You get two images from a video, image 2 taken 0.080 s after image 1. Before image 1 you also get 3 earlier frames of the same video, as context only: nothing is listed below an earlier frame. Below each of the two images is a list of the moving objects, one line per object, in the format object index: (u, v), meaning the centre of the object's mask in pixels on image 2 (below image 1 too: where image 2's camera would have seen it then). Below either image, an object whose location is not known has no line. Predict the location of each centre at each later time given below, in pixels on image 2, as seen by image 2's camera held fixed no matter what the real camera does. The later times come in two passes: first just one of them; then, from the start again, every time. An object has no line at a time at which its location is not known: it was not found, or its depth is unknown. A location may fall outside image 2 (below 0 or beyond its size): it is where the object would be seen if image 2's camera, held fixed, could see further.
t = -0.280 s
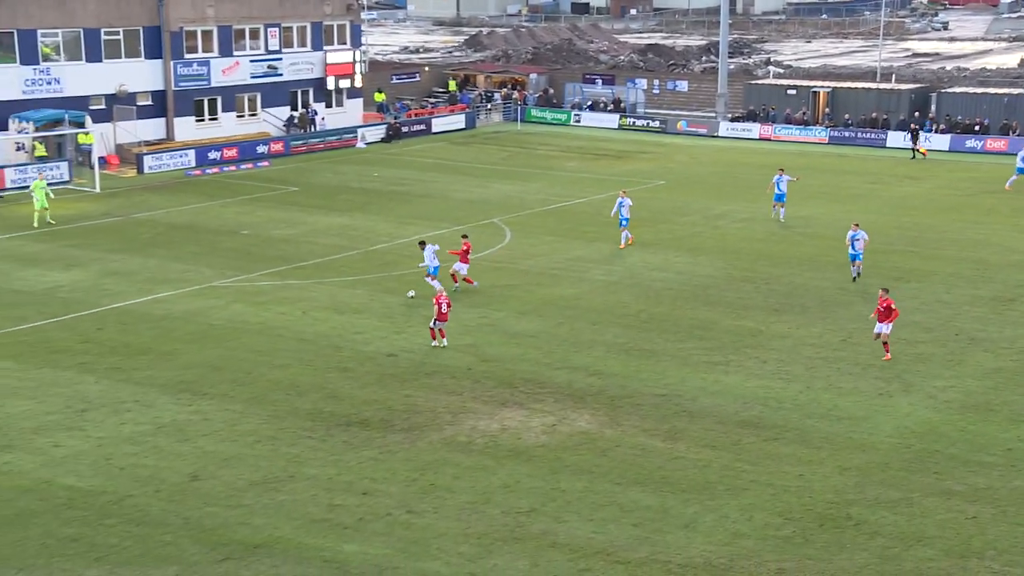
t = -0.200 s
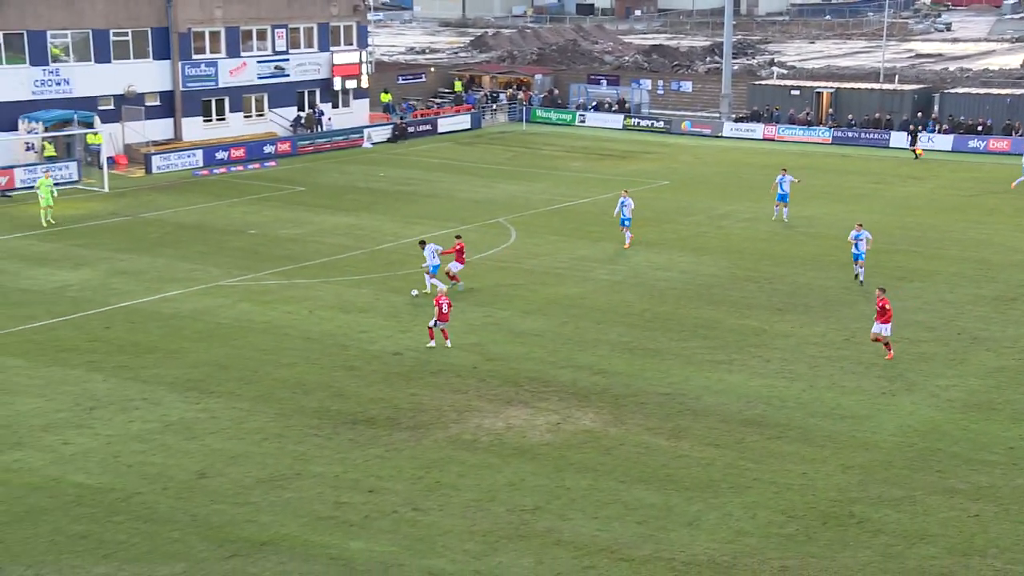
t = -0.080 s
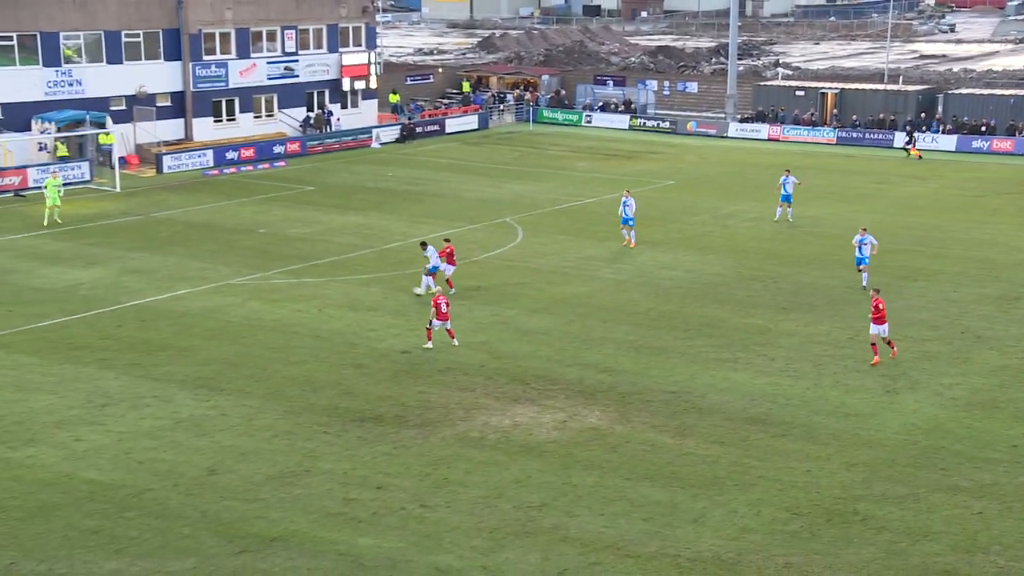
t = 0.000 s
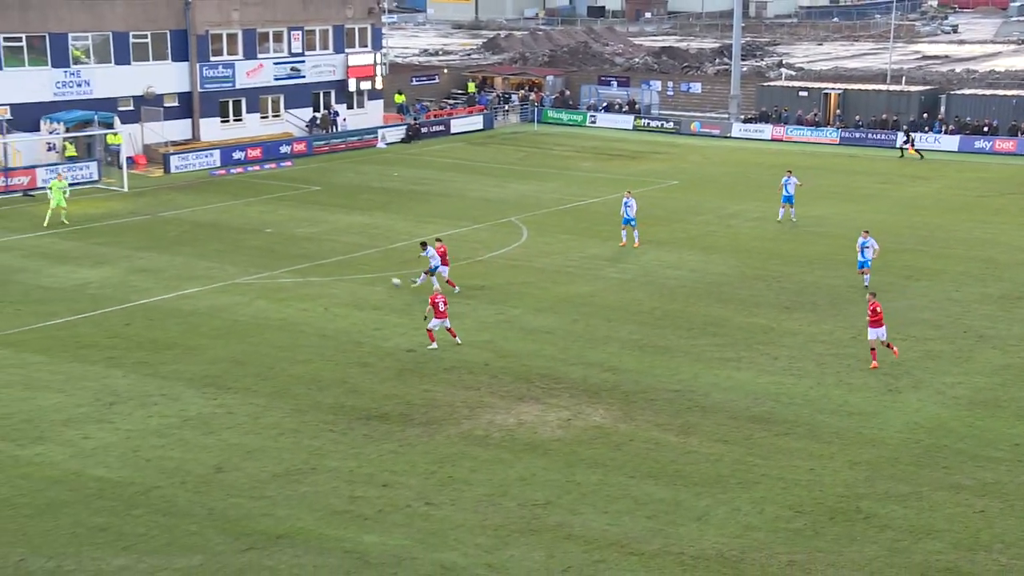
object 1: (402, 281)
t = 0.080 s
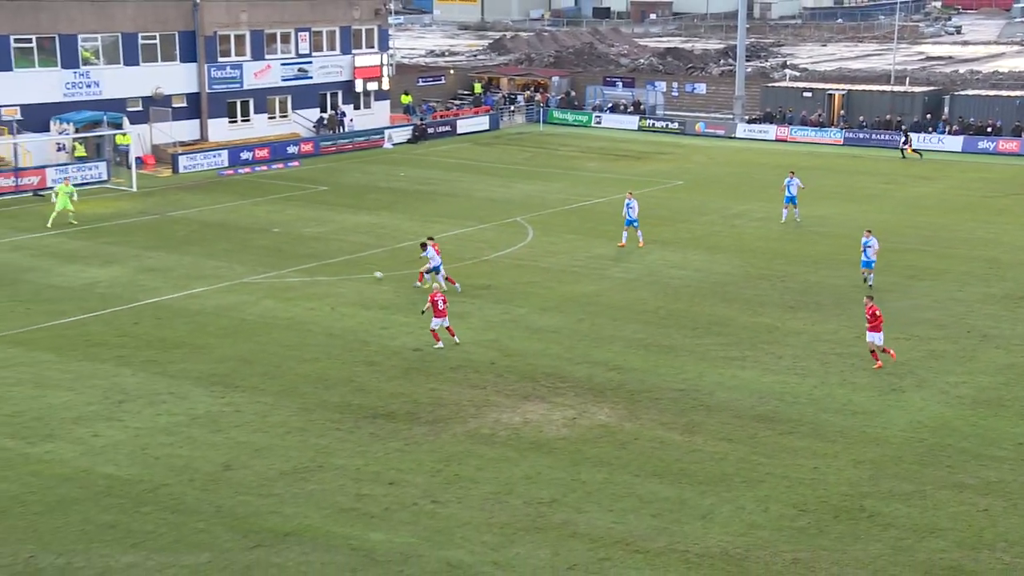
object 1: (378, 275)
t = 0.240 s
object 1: (339, 261)
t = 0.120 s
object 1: (367, 272)
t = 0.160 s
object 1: (357, 267)
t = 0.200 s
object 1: (348, 264)
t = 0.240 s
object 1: (339, 261)
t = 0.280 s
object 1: (331, 259)
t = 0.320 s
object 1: (324, 256)
